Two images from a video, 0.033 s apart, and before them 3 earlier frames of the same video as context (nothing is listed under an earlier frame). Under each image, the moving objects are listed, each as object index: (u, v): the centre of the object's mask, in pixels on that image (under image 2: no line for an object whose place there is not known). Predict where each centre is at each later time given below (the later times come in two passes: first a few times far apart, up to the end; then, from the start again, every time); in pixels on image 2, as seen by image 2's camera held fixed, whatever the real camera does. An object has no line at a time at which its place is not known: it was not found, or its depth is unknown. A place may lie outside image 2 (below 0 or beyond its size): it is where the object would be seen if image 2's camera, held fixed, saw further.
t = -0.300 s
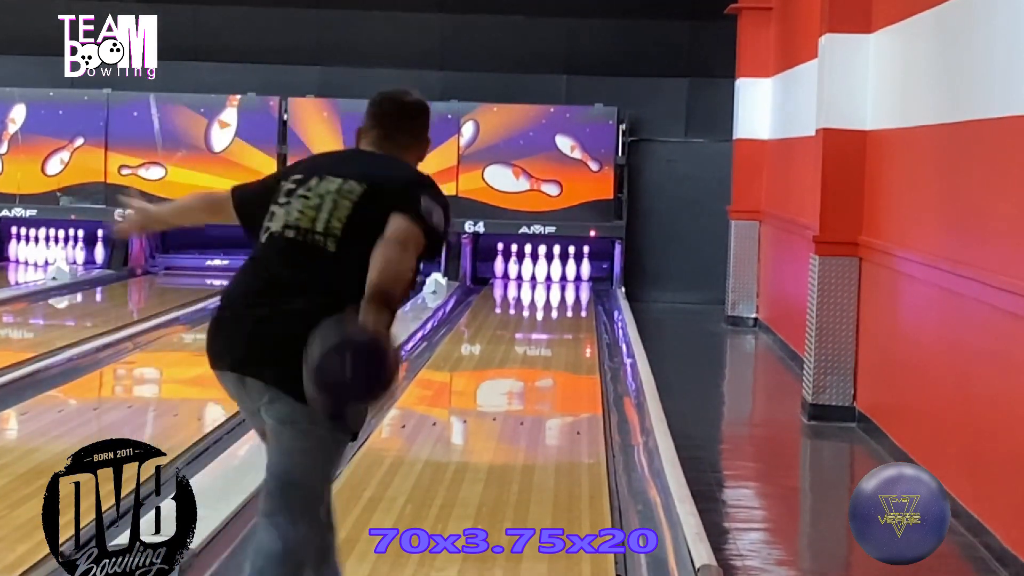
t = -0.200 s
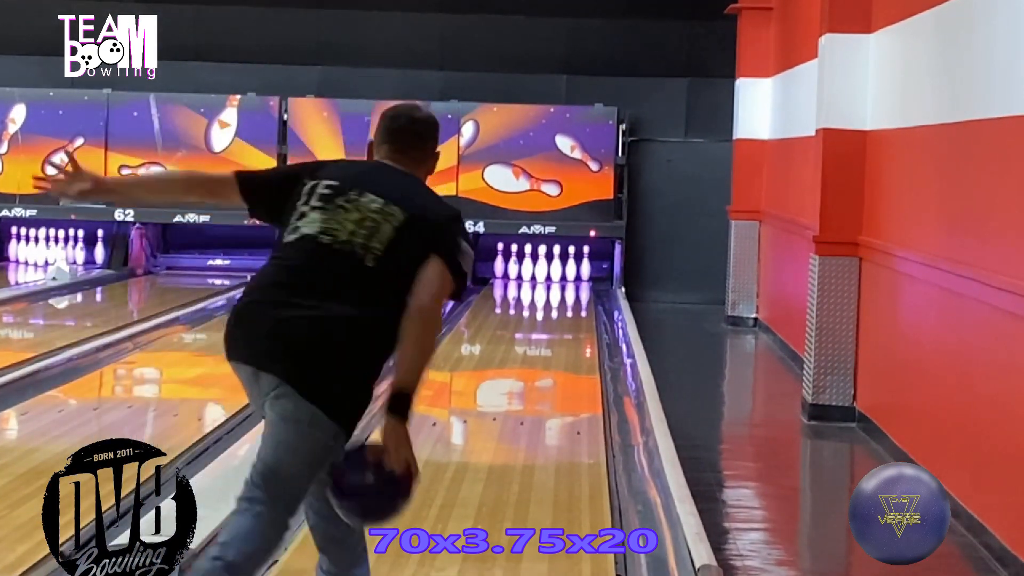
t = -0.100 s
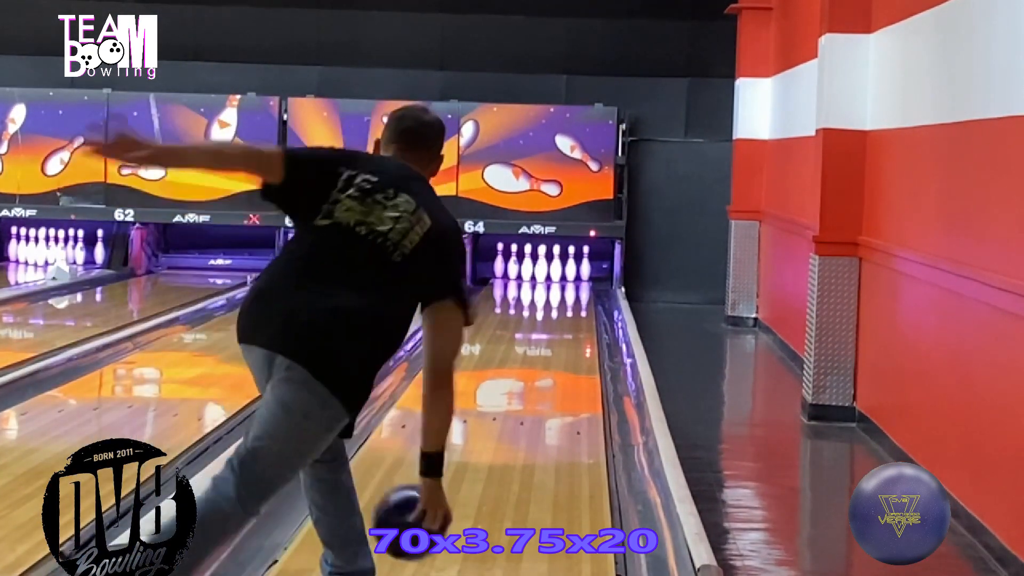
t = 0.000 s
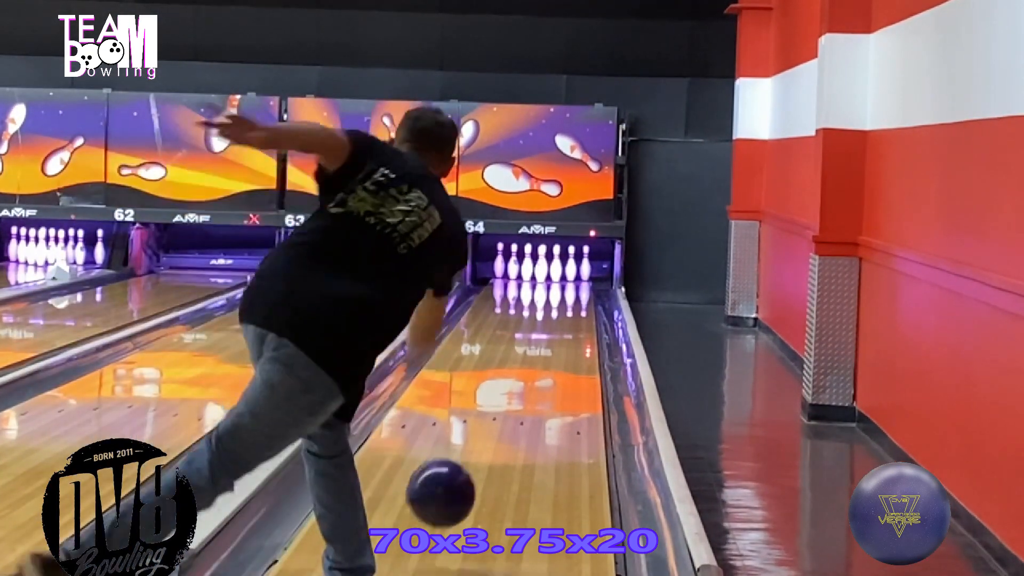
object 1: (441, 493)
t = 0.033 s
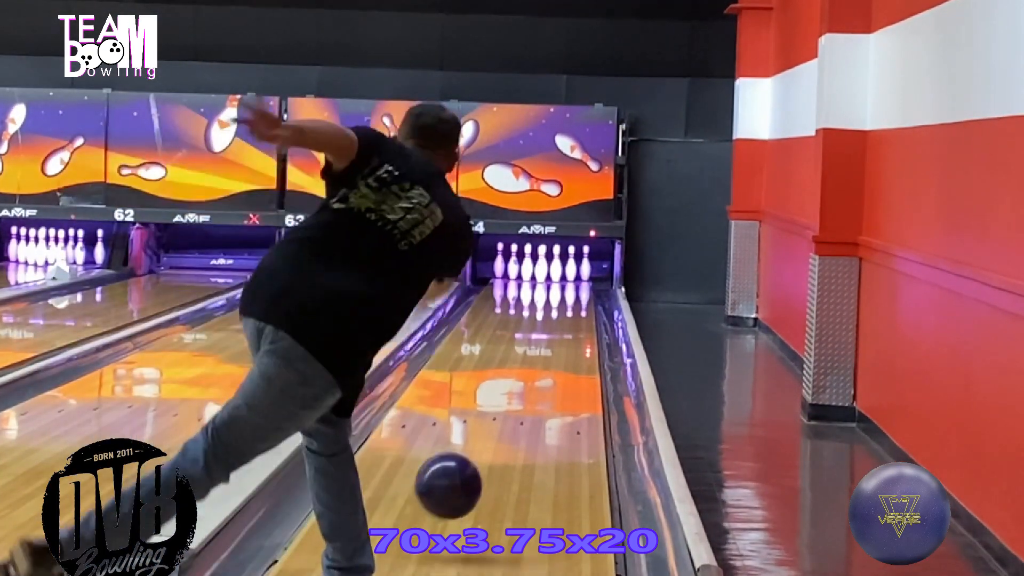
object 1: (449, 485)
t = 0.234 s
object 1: (484, 467)
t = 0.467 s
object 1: (514, 420)
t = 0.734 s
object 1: (537, 381)
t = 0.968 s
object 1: (551, 355)
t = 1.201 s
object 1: (562, 335)
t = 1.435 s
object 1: (569, 320)
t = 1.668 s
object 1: (573, 307)
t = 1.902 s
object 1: (573, 296)
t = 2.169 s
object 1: (567, 286)
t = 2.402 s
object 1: (556, 278)
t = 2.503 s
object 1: (550, 275)
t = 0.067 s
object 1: (455, 482)
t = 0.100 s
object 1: (462, 482)
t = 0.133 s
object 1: (468, 485)
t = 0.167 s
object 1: (473, 485)
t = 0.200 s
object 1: (479, 474)
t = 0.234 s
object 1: (484, 467)
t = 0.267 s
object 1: (489, 461)
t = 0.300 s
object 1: (494, 452)
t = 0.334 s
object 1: (498, 446)
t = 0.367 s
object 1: (502, 438)
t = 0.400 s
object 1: (507, 432)
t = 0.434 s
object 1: (510, 426)
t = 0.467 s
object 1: (514, 420)
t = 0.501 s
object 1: (517, 414)
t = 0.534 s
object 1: (521, 408)
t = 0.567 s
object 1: (524, 403)
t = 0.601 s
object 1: (527, 398)
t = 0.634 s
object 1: (530, 393)
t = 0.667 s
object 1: (532, 389)
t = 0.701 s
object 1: (535, 385)
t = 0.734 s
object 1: (537, 381)
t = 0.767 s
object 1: (539, 377)
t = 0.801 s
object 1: (542, 373)
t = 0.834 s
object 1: (544, 369)
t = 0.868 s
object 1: (546, 365)
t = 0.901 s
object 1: (548, 361)
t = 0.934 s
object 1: (550, 358)
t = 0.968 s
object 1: (551, 355)
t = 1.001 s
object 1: (553, 352)
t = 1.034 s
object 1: (555, 349)
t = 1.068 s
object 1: (556, 346)
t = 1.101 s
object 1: (558, 343)
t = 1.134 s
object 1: (559, 340)
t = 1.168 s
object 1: (560, 338)
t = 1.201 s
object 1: (562, 335)
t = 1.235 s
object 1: (563, 333)
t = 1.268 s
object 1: (564, 331)
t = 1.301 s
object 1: (565, 329)
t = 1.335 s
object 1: (566, 326)
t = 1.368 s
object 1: (567, 324)
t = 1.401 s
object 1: (568, 322)
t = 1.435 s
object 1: (569, 320)
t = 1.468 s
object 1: (570, 318)
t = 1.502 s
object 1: (571, 315)
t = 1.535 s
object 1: (571, 314)
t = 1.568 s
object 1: (572, 312)
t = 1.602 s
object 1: (572, 310)
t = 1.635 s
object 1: (573, 308)
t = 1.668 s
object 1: (573, 307)
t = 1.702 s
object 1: (574, 305)
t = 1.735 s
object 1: (574, 304)
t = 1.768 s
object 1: (574, 302)
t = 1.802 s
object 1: (573, 300)
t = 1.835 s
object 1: (573, 299)
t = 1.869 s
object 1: (573, 298)
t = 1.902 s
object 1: (573, 296)
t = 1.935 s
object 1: (572, 295)
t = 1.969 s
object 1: (572, 294)
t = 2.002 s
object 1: (571, 293)
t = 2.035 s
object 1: (571, 291)
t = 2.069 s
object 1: (570, 290)
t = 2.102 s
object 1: (569, 288)
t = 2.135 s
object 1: (568, 287)
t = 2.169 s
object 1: (567, 286)
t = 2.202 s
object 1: (566, 285)
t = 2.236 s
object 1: (564, 283)
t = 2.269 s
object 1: (562, 282)
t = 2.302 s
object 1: (560, 281)
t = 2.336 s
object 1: (559, 280)
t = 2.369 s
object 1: (557, 279)
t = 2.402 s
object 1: (556, 278)
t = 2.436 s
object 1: (554, 277)
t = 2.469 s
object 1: (552, 276)
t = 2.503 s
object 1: (550, 275)
